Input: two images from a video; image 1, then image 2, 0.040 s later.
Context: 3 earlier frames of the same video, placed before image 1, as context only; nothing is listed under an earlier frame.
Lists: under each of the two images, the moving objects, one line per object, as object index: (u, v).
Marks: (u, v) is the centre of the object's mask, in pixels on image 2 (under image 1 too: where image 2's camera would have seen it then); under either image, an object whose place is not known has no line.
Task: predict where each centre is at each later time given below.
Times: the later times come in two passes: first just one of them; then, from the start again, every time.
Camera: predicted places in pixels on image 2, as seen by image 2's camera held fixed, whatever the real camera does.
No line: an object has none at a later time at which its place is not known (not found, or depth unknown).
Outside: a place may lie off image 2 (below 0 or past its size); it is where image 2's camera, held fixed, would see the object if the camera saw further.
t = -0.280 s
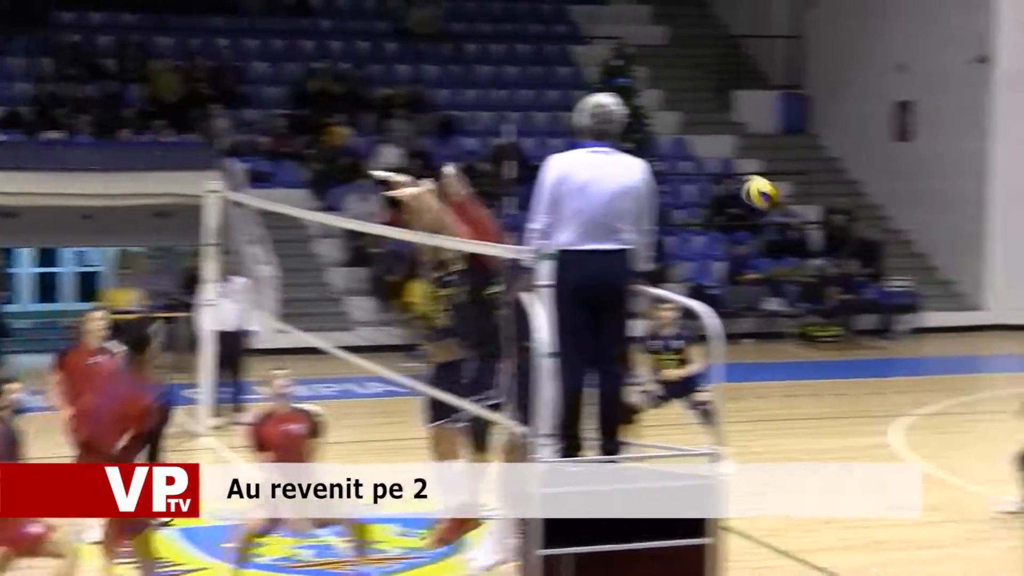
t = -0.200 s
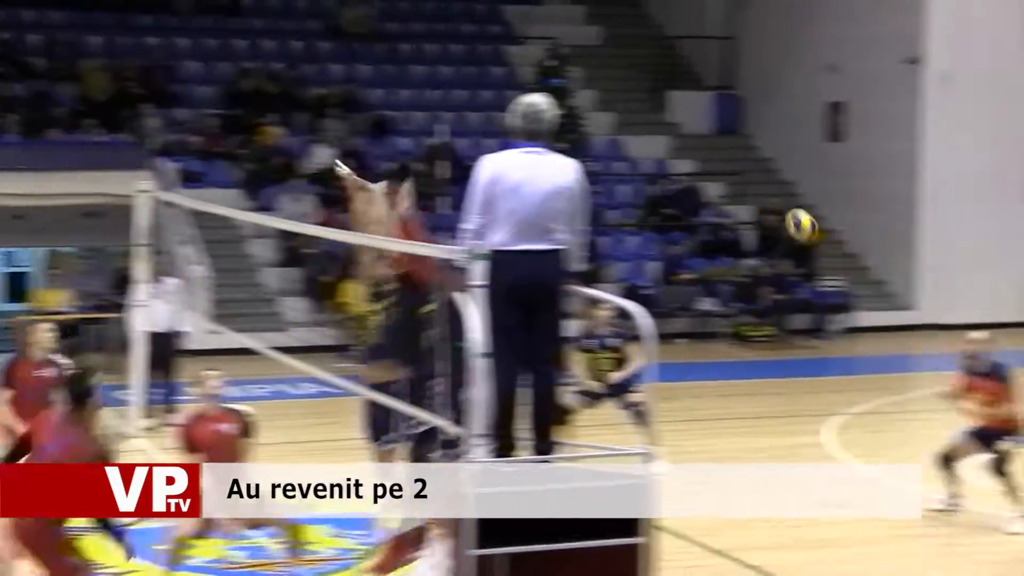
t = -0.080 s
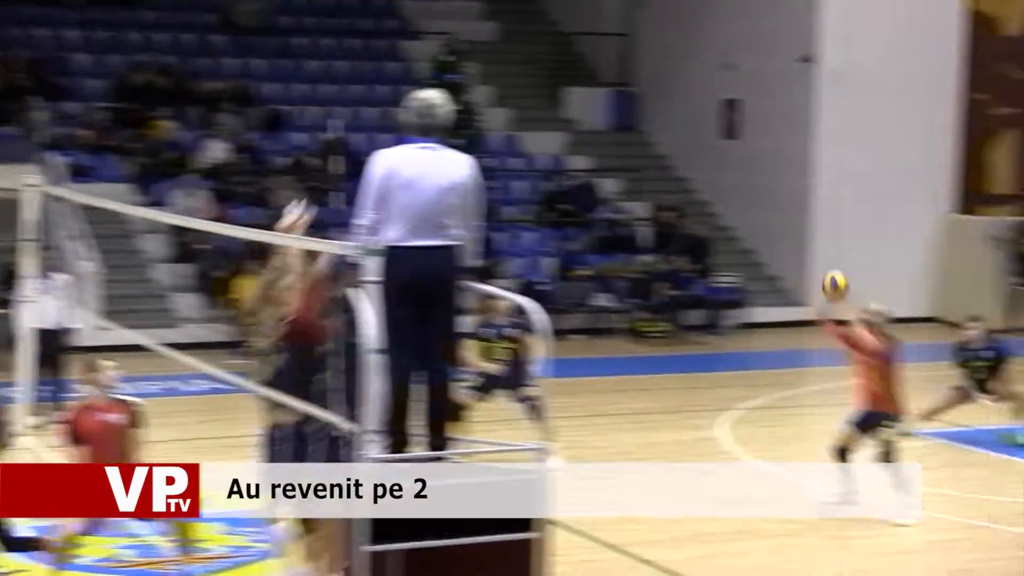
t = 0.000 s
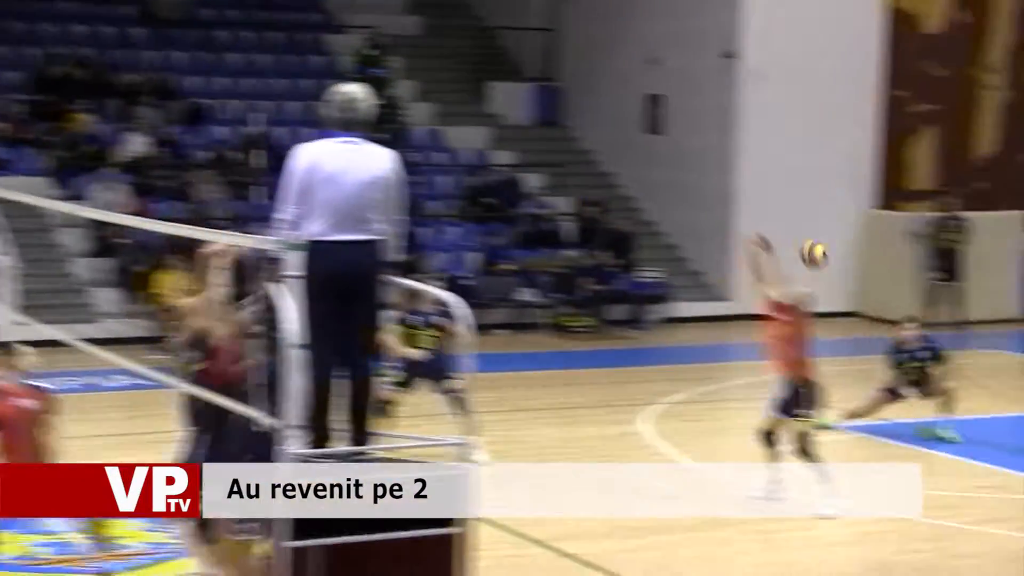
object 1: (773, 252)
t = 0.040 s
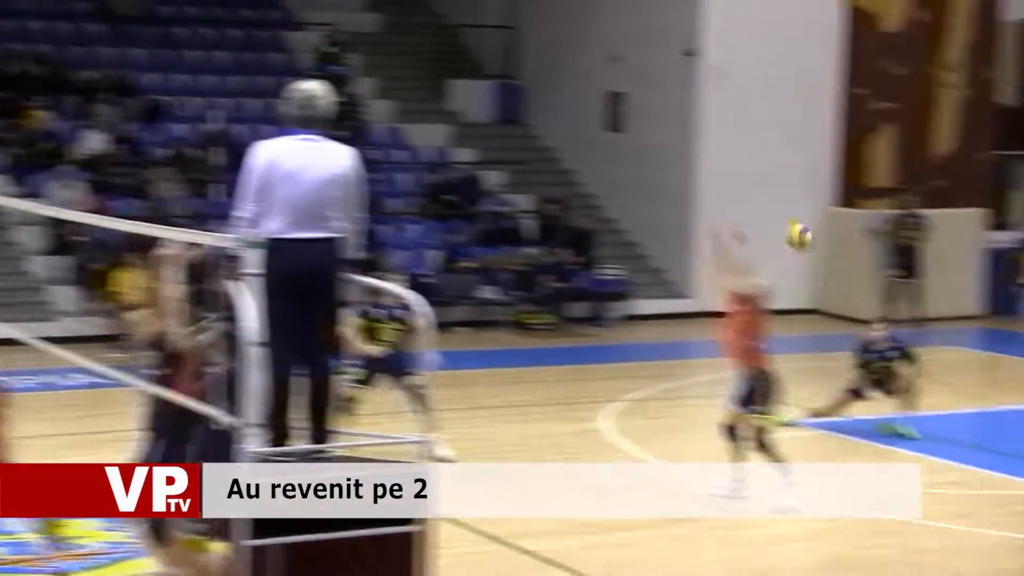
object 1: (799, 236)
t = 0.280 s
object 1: (940, 198)
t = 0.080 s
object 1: (824, 223)
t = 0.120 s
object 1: (849, 214)
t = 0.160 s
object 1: (871, 206)
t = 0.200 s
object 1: (895, 201)
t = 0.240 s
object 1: (915, 200)
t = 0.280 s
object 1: (940, 198)
